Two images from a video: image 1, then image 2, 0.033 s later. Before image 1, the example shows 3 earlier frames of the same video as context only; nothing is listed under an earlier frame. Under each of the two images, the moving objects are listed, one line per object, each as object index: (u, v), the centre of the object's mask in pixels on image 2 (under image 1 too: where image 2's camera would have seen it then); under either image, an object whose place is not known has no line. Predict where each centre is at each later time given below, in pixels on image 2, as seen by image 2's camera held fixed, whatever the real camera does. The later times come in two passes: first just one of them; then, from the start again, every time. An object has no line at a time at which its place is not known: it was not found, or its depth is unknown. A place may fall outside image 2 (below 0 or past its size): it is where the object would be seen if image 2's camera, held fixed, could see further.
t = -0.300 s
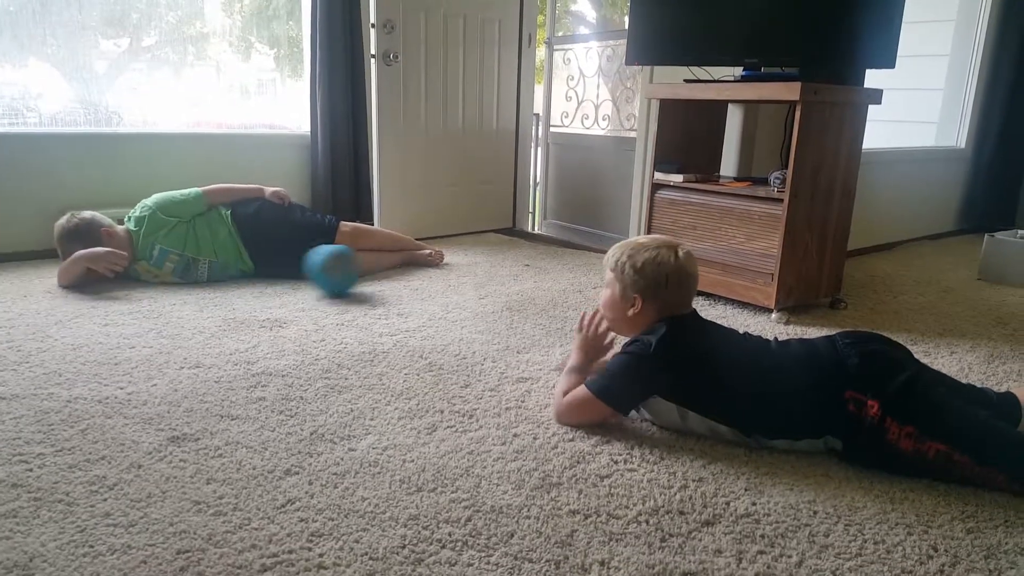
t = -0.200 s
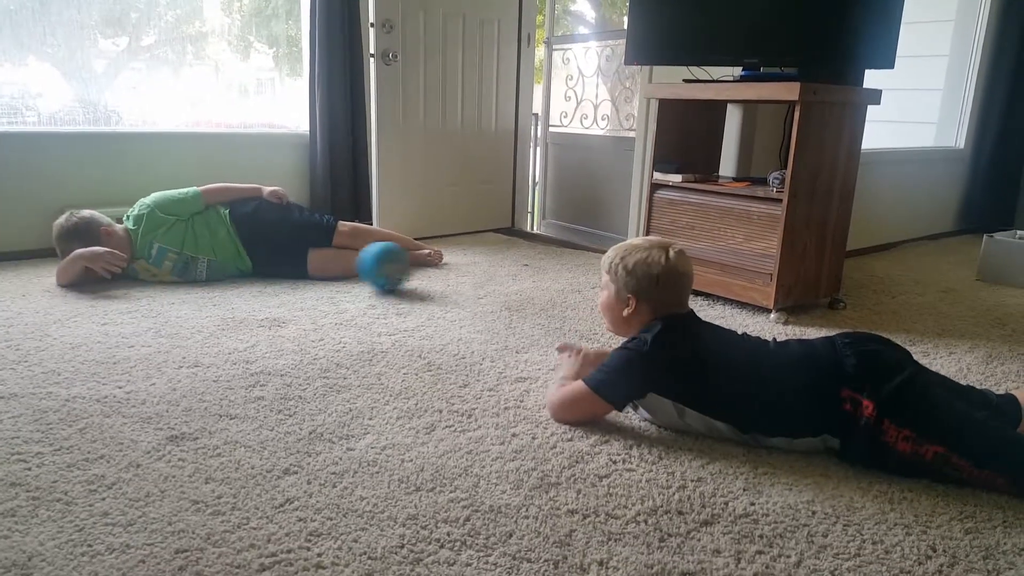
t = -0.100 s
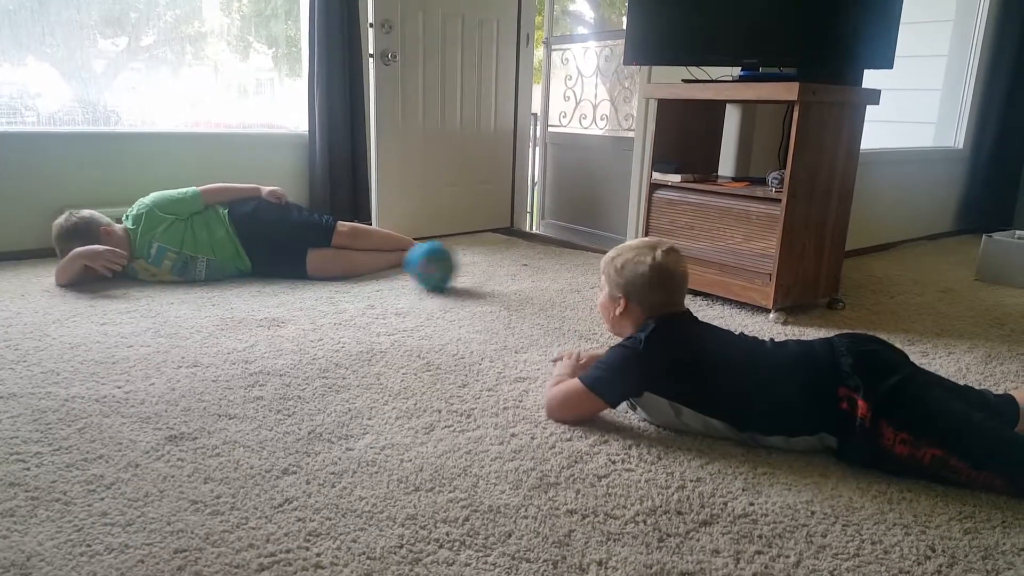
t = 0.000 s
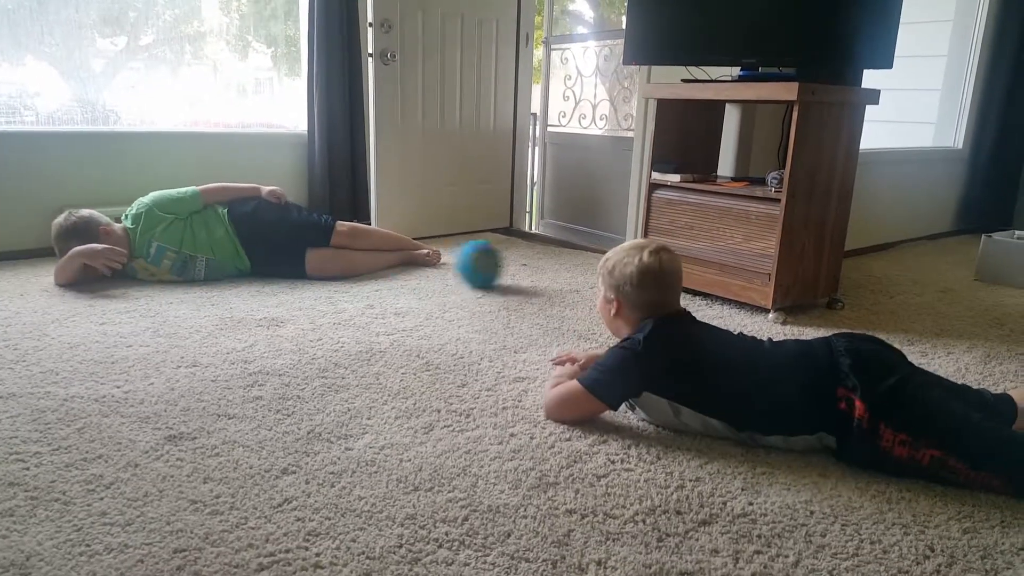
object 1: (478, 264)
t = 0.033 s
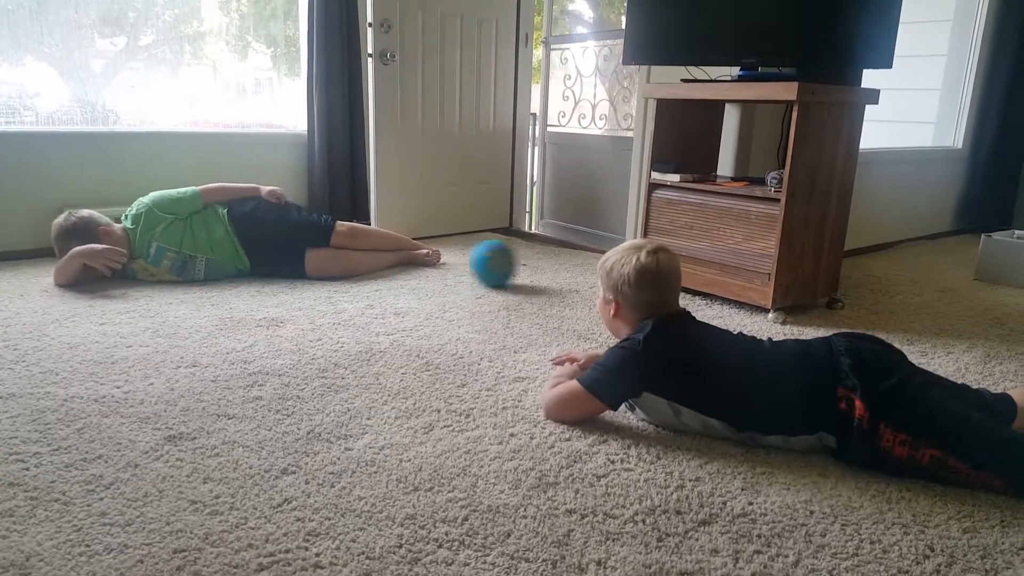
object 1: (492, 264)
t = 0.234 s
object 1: (574, 261)
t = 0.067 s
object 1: (506, 263)
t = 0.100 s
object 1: (520, 262)
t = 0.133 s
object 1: (534, 261)
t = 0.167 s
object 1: (547, 262)
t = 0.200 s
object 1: (560, 262)
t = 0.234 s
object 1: (574, 261)
